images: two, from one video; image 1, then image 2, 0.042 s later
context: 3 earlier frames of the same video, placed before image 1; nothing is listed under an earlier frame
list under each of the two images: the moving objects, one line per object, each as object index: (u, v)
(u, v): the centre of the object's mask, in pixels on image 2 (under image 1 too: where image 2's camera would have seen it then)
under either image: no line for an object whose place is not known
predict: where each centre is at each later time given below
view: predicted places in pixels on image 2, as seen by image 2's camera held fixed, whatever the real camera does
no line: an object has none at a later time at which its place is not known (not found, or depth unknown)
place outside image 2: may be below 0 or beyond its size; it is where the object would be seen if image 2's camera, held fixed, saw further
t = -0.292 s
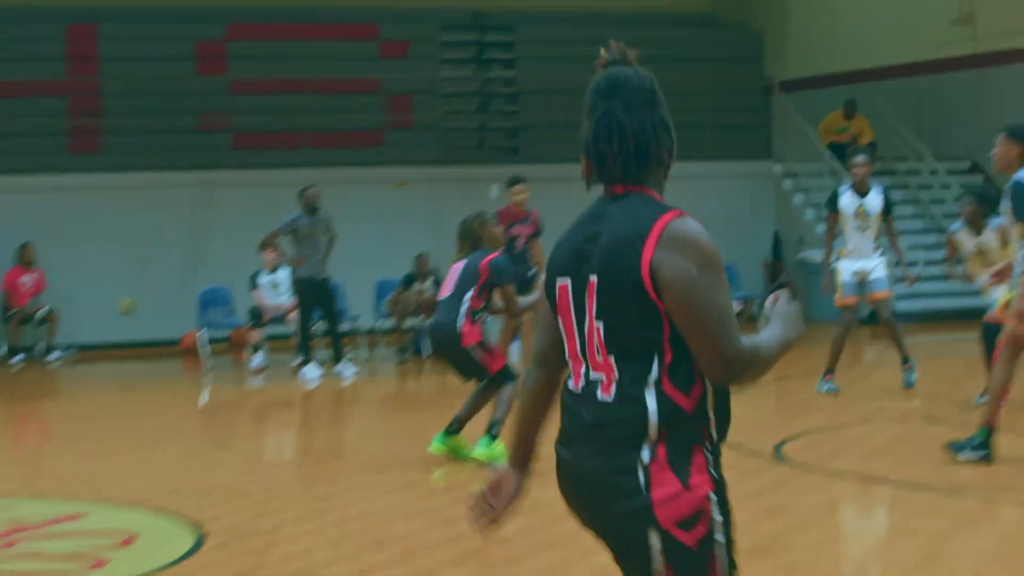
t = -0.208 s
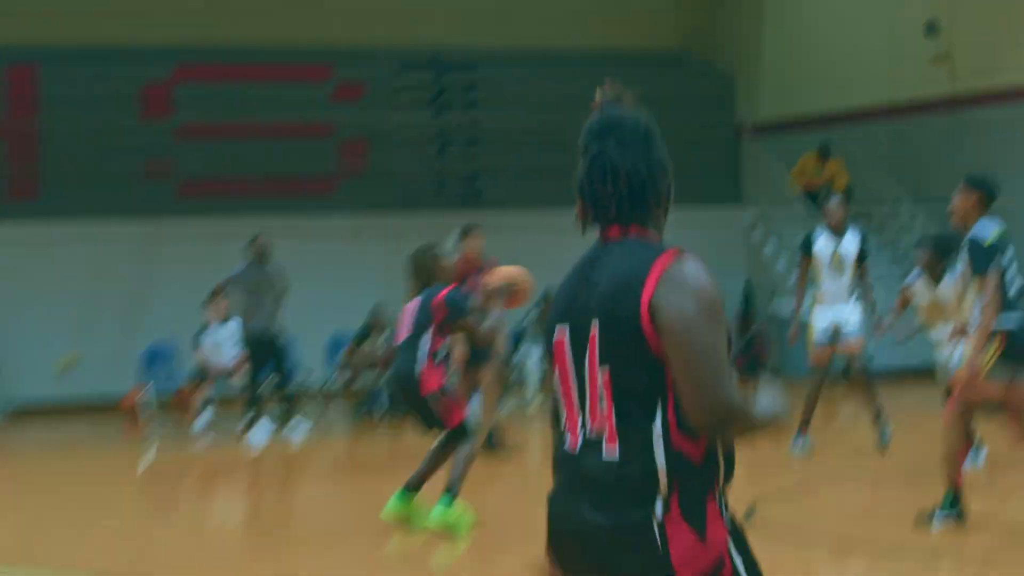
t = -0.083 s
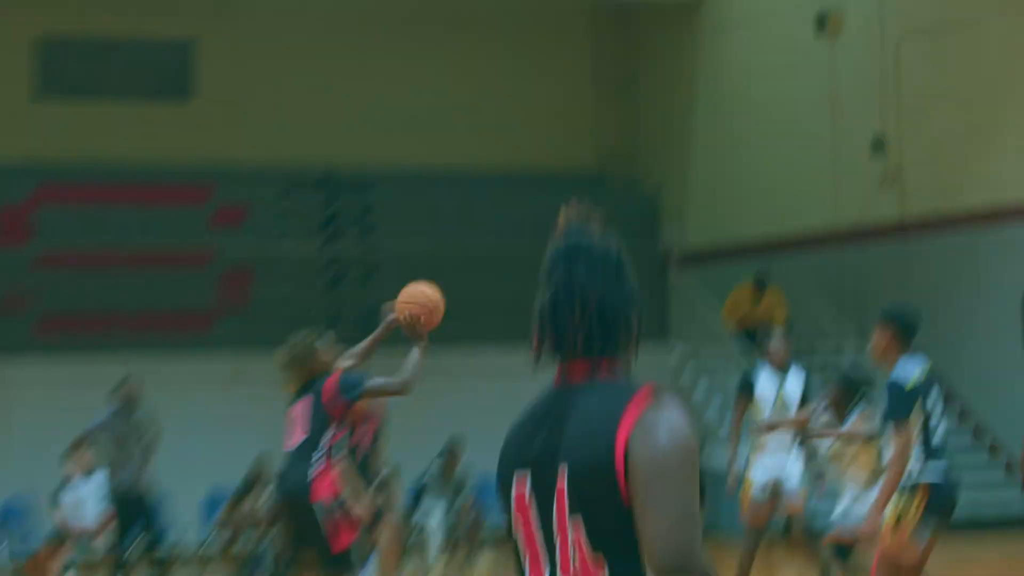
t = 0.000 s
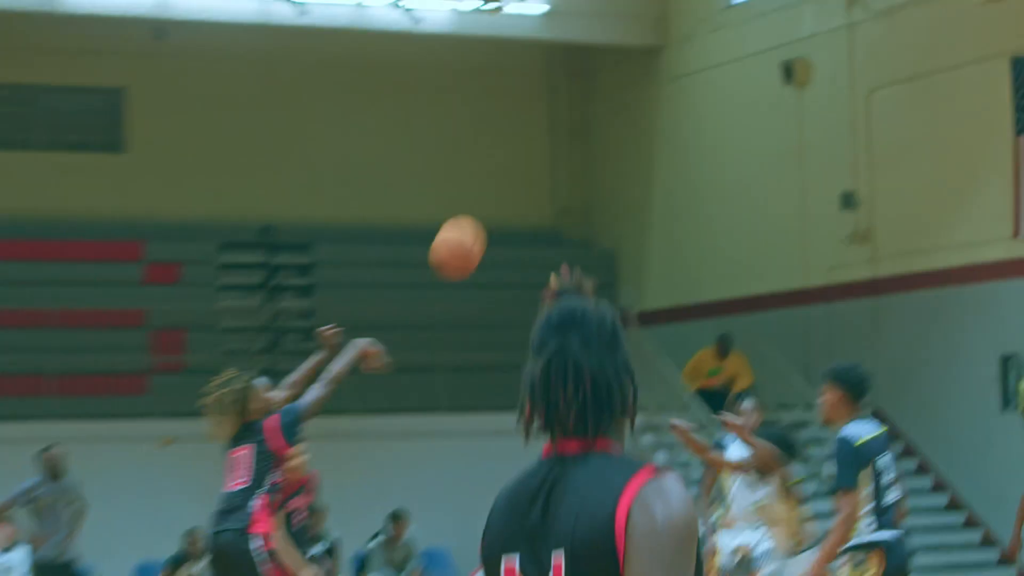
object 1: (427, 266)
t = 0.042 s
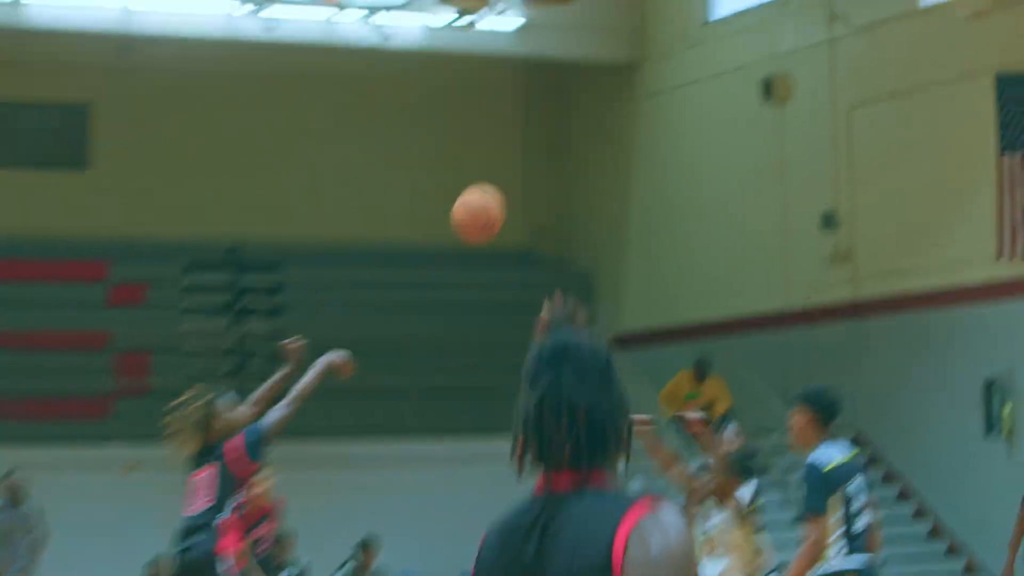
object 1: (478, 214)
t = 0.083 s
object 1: (527, 163)
